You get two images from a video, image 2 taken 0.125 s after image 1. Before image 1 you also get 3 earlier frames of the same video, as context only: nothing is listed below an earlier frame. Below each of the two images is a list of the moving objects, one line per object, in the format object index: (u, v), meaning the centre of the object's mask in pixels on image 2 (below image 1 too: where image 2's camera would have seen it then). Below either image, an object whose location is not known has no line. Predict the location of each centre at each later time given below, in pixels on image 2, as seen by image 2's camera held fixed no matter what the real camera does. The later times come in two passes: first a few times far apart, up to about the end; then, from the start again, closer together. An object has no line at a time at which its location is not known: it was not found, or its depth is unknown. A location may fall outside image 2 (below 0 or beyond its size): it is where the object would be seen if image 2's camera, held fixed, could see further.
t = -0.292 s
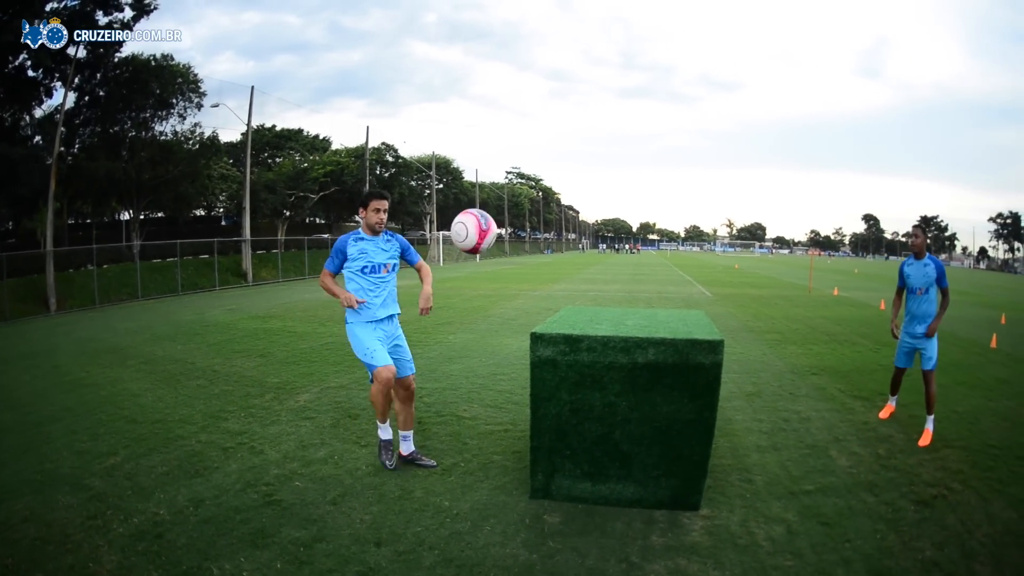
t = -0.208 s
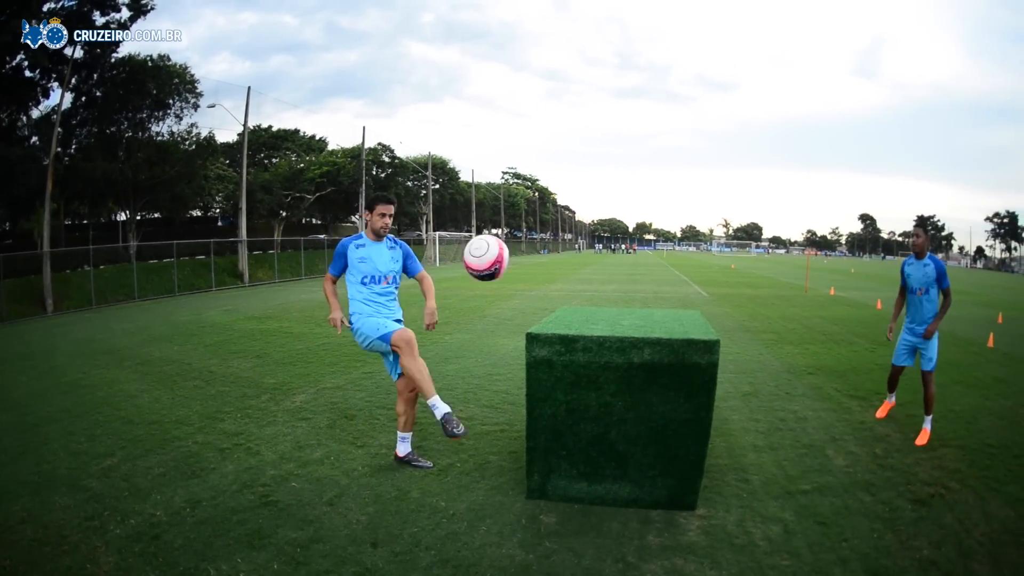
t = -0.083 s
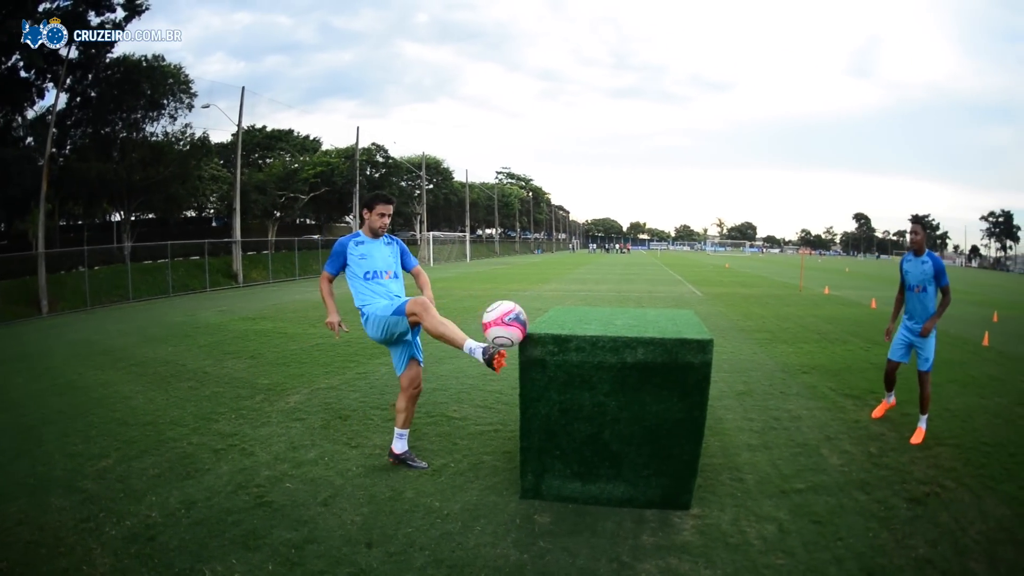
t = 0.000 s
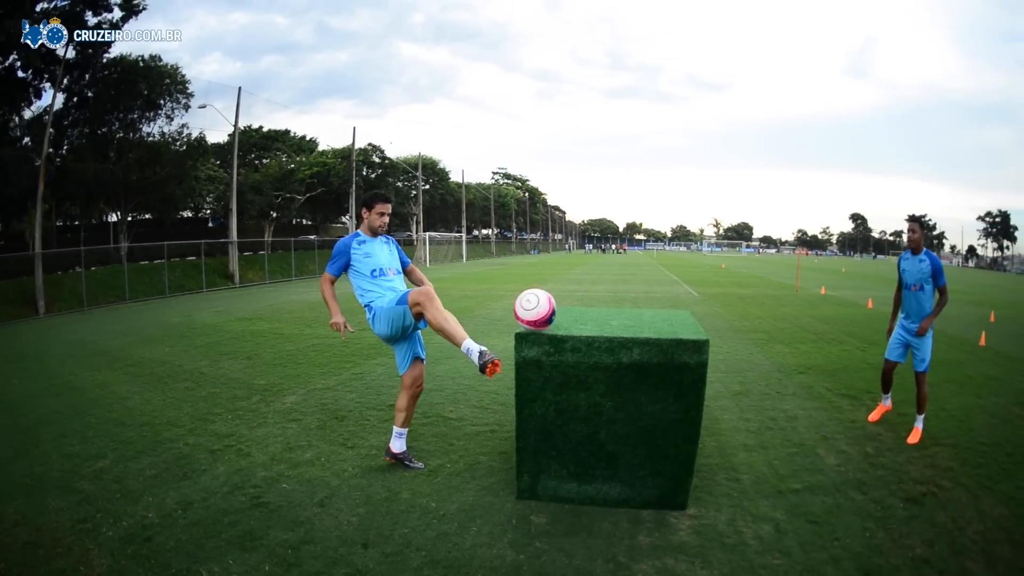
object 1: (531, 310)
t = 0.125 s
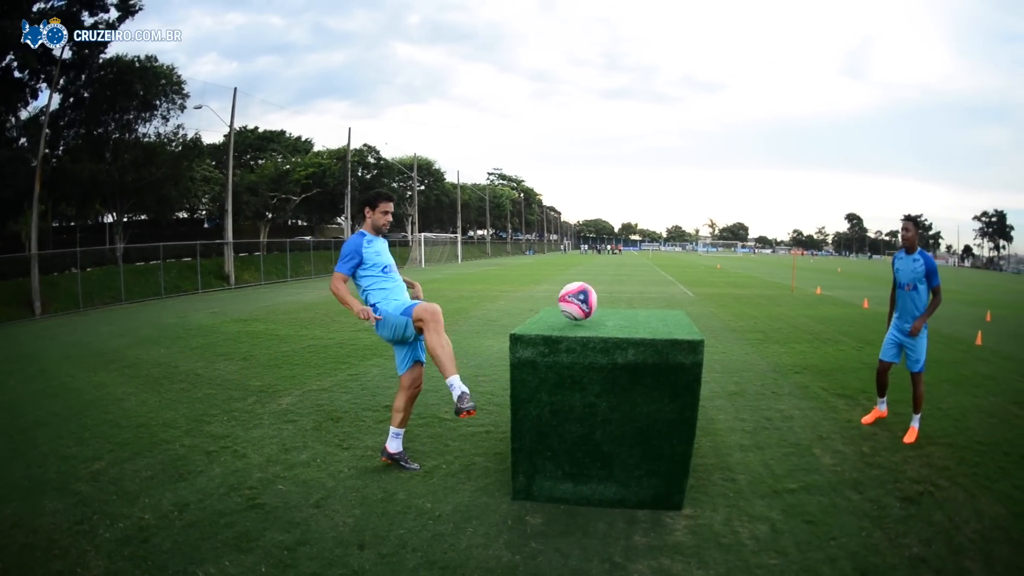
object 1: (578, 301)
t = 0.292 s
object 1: (624, 299)
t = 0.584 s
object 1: (678, 298)
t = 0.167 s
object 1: (591, 304)
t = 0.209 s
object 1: (603, 302)
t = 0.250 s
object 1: (614, 299)
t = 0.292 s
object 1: (624, 299)
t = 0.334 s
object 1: (634, 298)
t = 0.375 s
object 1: (642, 296)
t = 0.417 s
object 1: (650, 296)
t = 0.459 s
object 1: (657, 295)
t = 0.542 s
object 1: (670, 295)
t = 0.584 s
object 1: (678, 298)
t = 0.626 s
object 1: (683, 303)
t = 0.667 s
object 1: (689, 310)
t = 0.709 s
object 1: (694, 318)
